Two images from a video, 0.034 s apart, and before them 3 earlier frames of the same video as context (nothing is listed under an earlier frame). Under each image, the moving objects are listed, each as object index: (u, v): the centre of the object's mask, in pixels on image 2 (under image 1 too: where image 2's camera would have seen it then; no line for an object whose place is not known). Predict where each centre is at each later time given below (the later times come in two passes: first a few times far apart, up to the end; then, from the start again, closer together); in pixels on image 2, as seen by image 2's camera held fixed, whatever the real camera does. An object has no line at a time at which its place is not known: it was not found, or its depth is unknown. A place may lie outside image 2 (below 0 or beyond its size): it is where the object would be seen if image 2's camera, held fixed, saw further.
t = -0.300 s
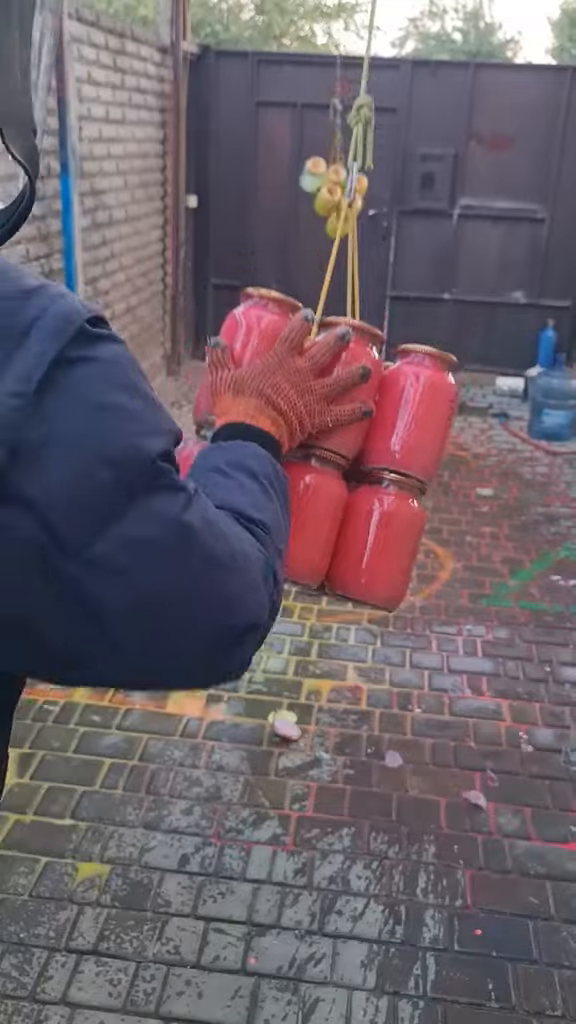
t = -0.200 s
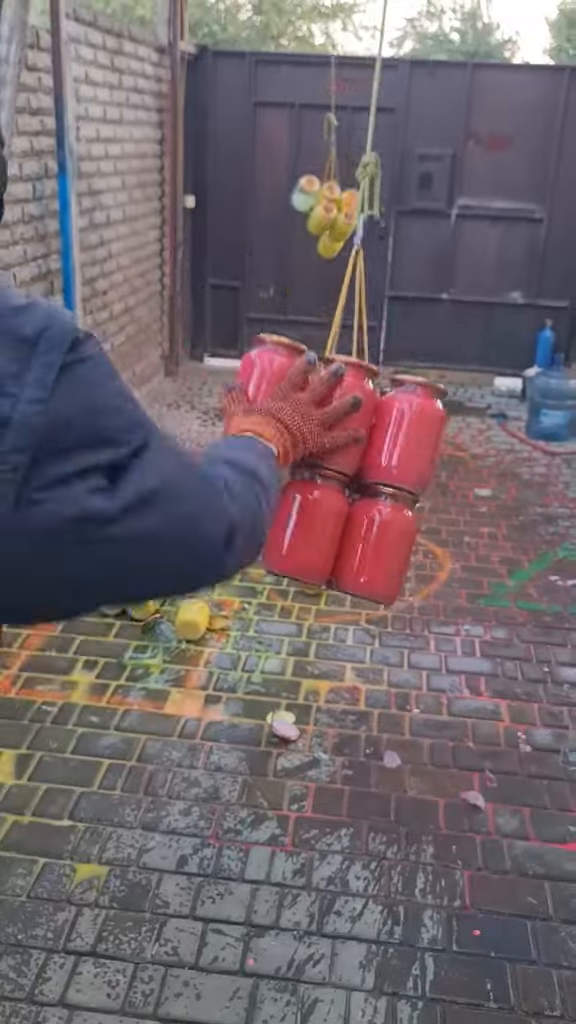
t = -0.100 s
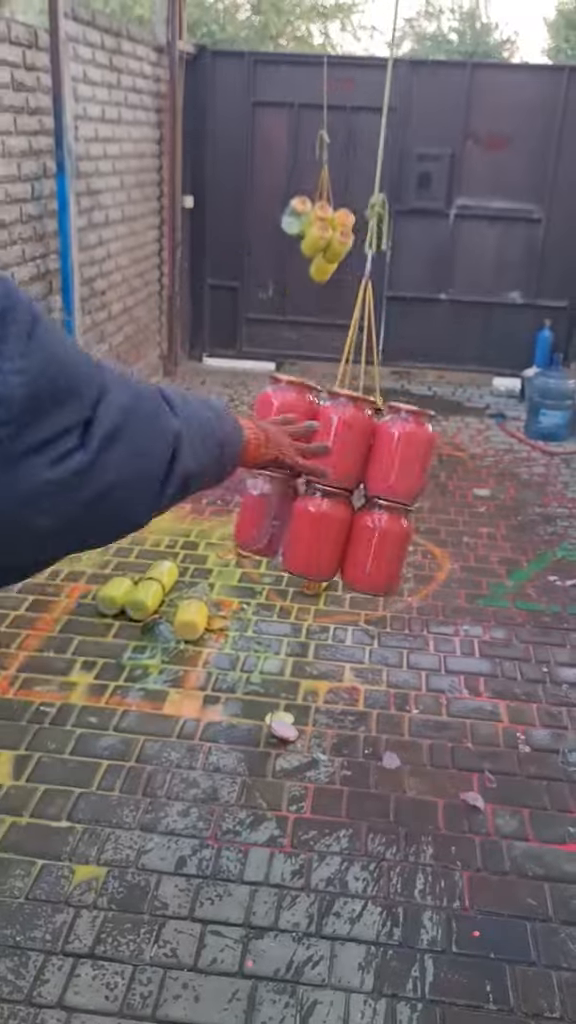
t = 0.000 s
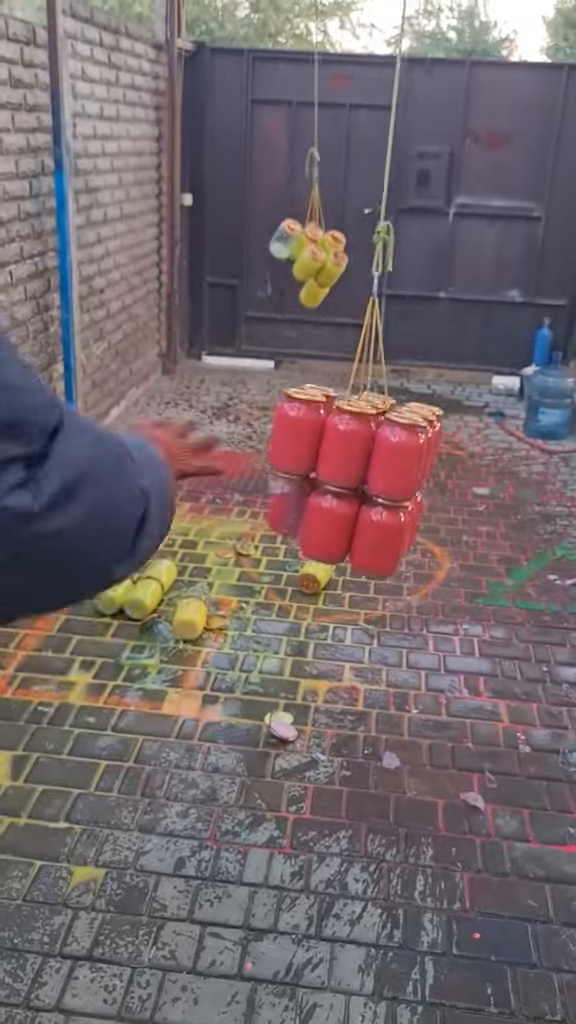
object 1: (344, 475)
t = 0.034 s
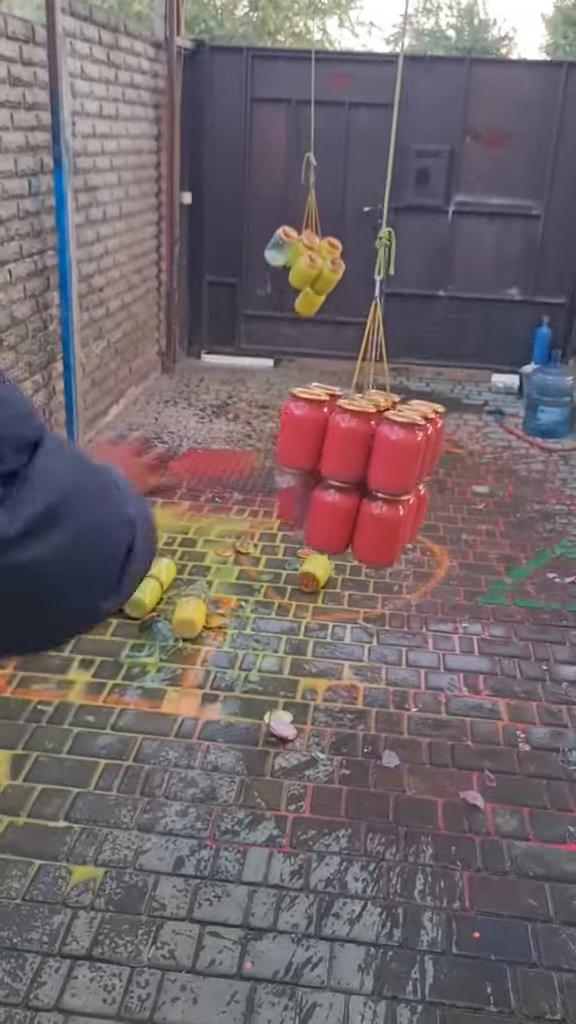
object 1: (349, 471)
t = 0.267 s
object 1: (368, 423)
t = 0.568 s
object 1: (390, 332)
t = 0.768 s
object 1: (423, 275)
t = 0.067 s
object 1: (351, 467)
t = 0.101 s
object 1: (355, 462)
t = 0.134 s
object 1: (359, 455)
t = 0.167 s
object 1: (363, 448)
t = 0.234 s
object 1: (367, 431)
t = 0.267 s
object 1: (368, 423)
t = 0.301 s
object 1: (371, 414)
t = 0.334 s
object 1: (375, 402)
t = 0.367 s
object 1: (377, 393)
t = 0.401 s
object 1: (379, 384)
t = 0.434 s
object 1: (382, 374)
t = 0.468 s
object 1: (383, 364)
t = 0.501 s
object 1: (385, 354)
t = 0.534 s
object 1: (388, 343)
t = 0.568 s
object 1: (390, 332)
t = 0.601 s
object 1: (395, 323)
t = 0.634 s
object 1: (416, 313)
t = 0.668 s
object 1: (418, 303)
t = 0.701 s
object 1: (420, 294)
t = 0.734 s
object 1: (421, 284)
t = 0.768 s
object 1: (423, 275)
